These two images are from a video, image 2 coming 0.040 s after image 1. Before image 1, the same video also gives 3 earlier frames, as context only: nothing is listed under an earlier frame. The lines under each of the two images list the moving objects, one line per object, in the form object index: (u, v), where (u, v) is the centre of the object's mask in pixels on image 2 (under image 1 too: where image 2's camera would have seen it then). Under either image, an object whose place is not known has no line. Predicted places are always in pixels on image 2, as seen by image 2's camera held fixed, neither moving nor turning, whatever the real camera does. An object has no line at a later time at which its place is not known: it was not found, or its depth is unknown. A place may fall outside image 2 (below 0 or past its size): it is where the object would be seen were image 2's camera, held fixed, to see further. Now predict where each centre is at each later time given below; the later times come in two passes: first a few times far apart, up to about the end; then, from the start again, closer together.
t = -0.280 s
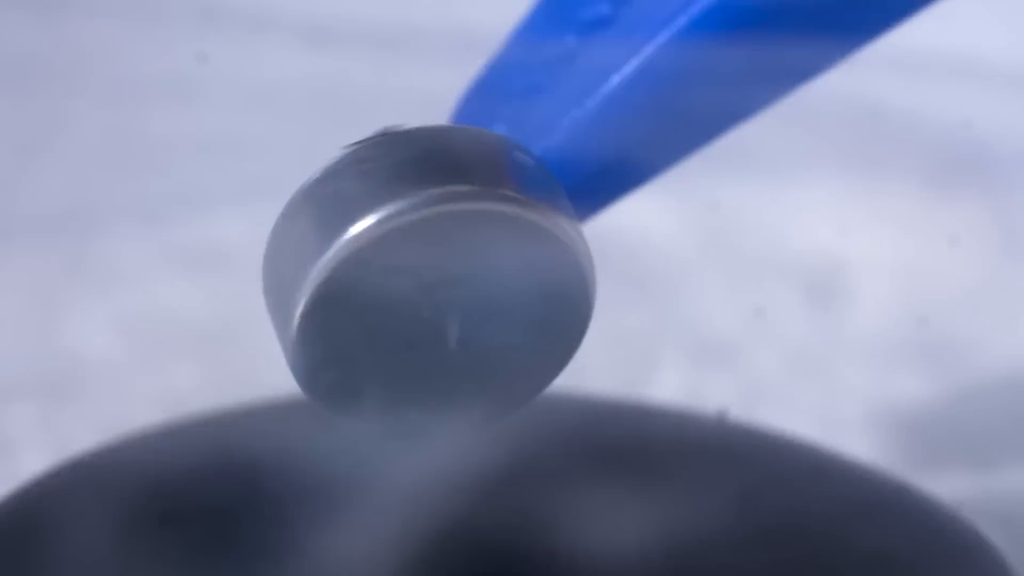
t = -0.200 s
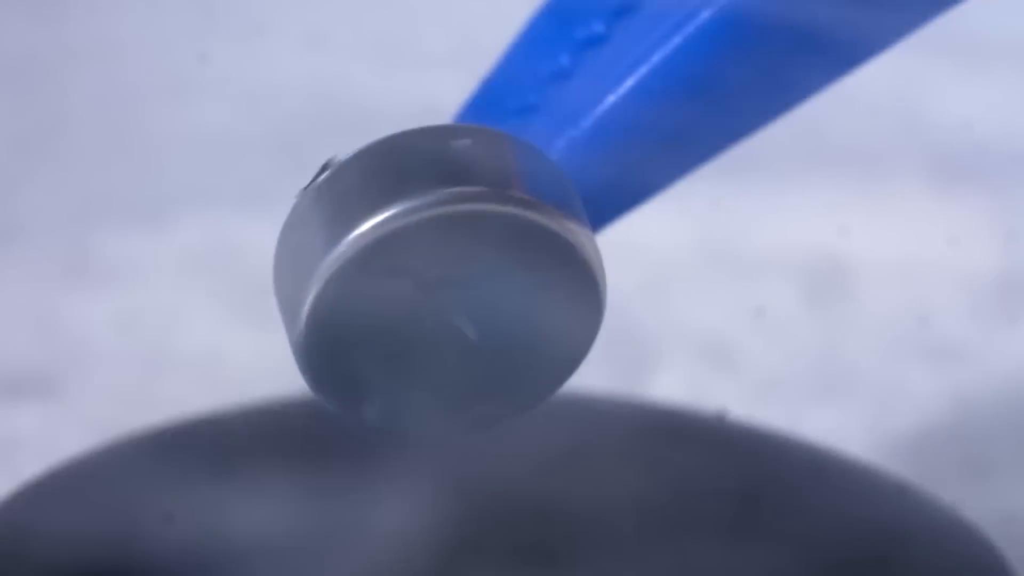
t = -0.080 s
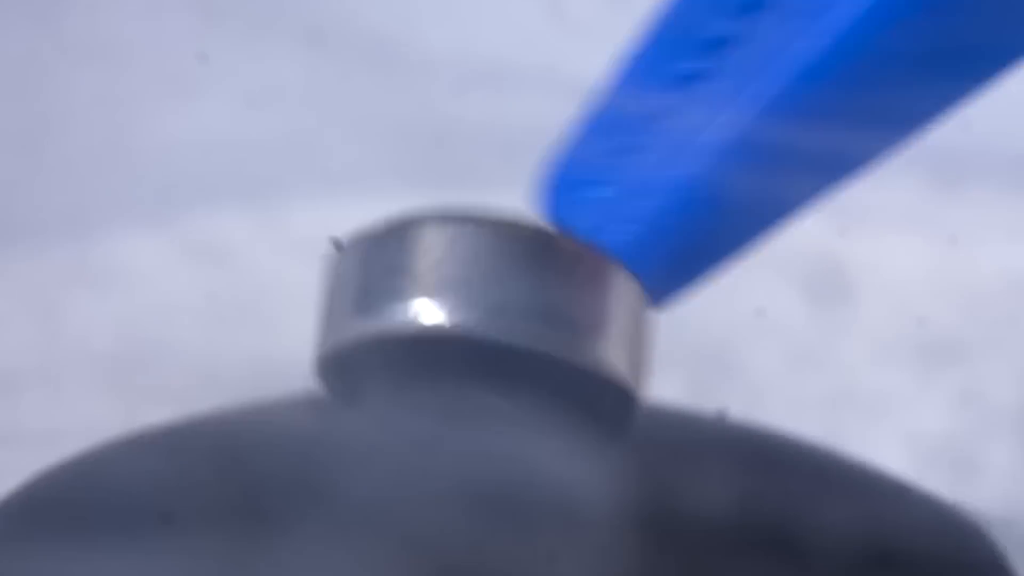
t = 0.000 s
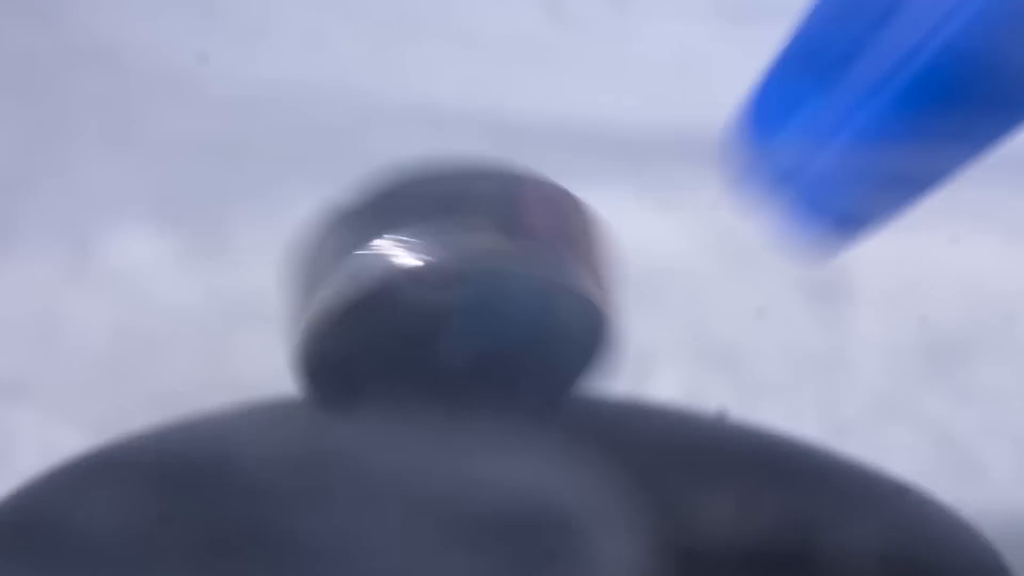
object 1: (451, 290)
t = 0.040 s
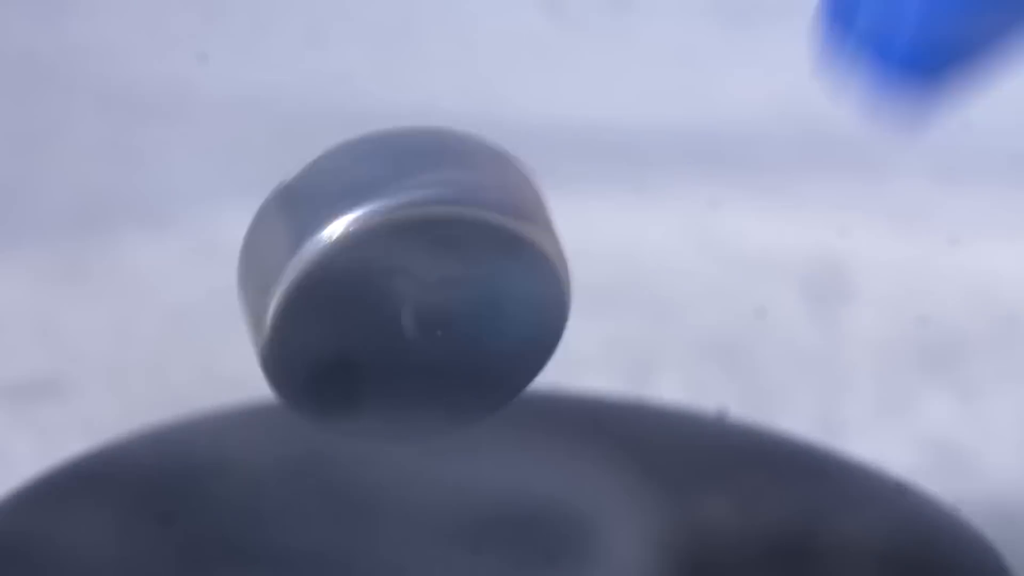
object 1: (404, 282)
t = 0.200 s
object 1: (422, 298)
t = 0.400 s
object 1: (435, 295)
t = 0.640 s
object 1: (426, 296)
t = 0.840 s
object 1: (426, 299)
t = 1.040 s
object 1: (431, 293)
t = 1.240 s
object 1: (435, 297)
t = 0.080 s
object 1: (426, 301)
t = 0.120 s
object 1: (446, 301)
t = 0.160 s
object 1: (424, 292)
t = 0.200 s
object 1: (422, 298)
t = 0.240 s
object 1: (437, 296)
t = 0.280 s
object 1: (433, 281)
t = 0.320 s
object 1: (425, 300)
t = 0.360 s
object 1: (428, 301)
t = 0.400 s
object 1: (435, 295)
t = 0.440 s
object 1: (428, 300)
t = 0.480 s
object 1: (425, 298)
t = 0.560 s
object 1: (432, 295)
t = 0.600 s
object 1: (432, 297)
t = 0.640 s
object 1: (426, 296)
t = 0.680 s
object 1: (426, 296)
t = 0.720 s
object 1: (429, 299)
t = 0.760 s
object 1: (431, 298)
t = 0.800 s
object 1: (430, 300)
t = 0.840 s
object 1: (426, 299)
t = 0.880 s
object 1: (431, 296)
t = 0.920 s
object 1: (433, 295)
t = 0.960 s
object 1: (426, 296)
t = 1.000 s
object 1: (431, 286)
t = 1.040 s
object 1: (431, 293)
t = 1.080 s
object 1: (423, 299)
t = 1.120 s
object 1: (432, 299)
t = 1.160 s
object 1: (431, 299)
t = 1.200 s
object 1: (426, 298)
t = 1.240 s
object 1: (435, 297)
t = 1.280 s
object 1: (430, 296)
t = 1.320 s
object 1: (419, 296)
